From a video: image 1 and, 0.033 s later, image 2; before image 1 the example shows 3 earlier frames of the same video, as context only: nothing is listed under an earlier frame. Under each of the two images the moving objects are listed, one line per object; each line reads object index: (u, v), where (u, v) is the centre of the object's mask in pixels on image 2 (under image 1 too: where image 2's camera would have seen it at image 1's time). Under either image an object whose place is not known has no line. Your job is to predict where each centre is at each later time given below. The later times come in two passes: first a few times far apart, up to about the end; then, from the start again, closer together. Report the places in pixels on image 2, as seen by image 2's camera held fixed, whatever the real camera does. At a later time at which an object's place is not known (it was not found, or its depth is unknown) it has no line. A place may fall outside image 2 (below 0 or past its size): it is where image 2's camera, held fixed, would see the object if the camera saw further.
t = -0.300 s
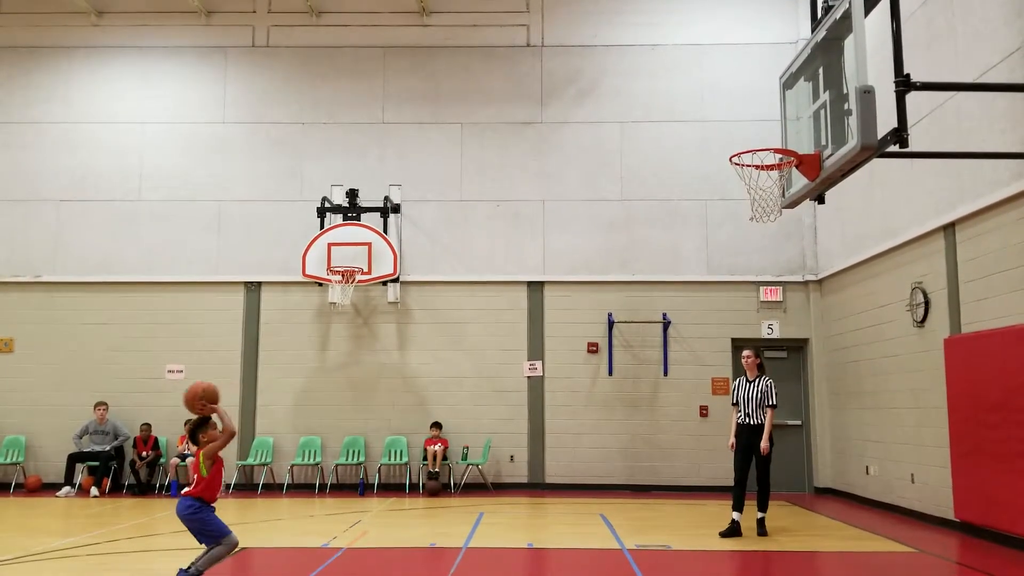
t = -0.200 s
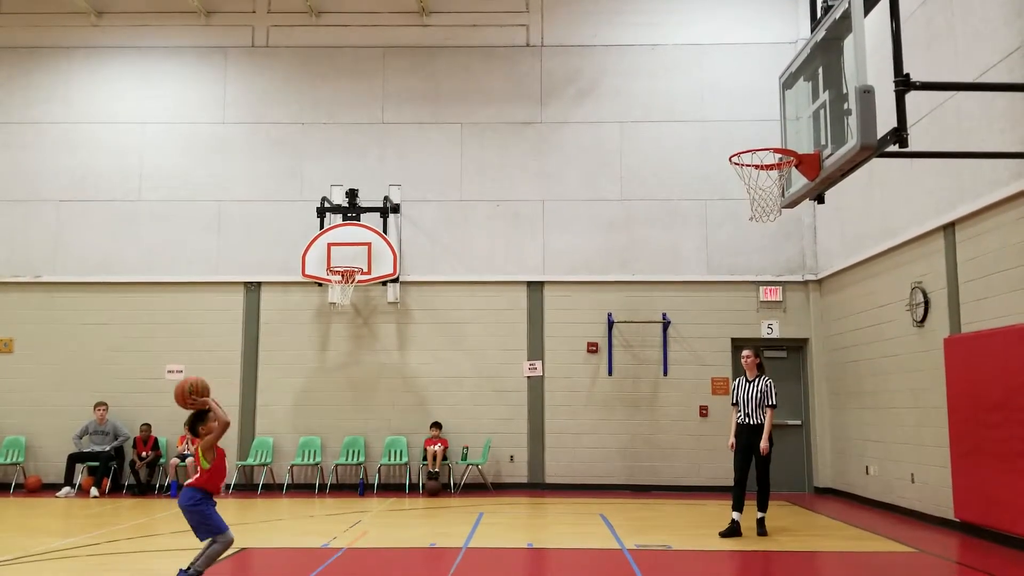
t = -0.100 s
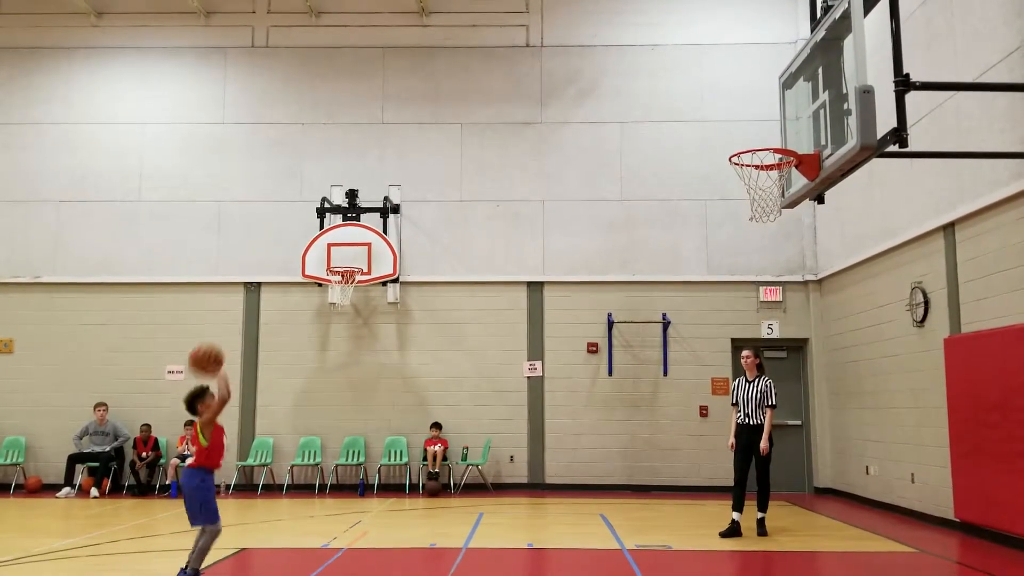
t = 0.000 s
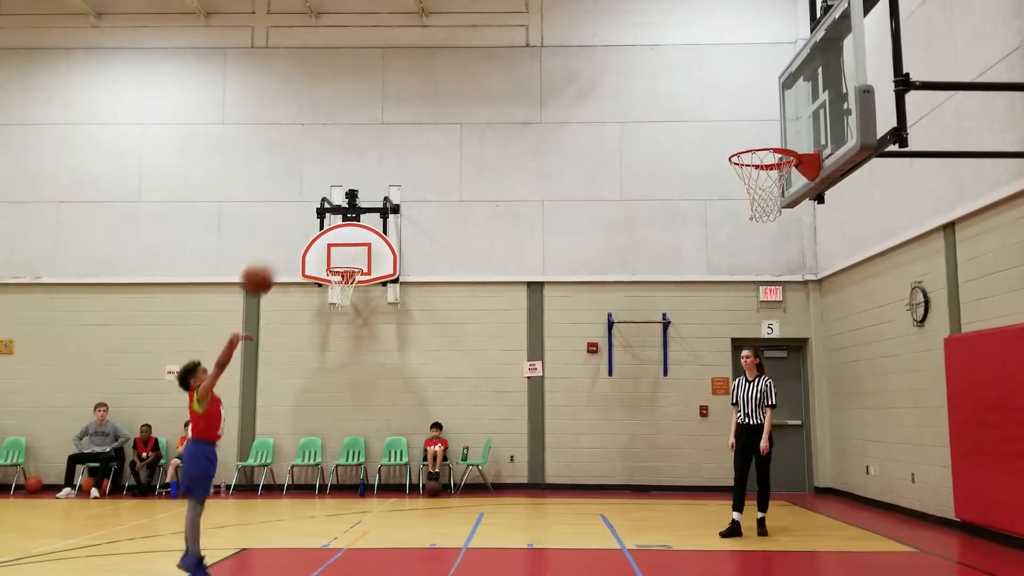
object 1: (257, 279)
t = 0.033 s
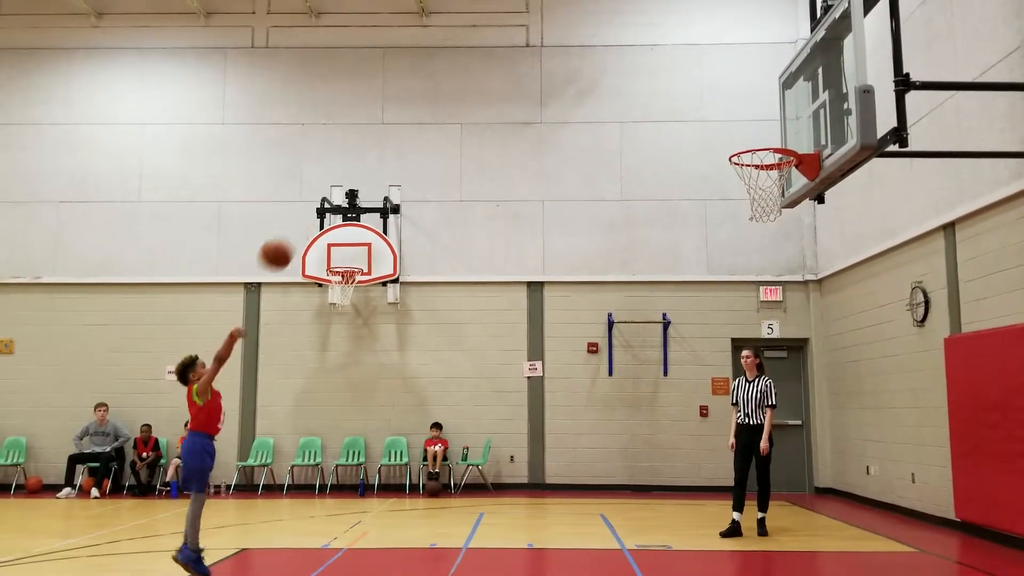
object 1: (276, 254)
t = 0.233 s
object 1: (382, 138)
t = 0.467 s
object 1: (499, 69)
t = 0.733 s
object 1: (629, 73)
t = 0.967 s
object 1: (740, 146)
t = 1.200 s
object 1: (764, 165)
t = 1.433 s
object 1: (740, 205)
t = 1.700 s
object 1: (735, 306)
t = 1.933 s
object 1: (735, 472)
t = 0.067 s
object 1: (294, 230)
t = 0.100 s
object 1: (311, 209)
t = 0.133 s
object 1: (330, 188)
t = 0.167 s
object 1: (347, 170)
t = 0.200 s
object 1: (365, 153)
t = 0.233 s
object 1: (382, 138)
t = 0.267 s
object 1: (399, 124)
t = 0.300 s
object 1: (416, 112)
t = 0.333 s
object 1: (433, 100)
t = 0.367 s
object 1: (449, 91)
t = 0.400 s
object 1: (466, 83)
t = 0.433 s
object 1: (483, 75)
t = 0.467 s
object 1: (499, 69)
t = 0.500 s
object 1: (516, 65)
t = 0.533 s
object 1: (532, 63)
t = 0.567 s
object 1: (548, 61)
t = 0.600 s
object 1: (565, 61)
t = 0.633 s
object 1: (580, 62)
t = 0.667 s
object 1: (597, 64)
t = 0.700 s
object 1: (613, 68)
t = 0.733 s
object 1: (629, 73)
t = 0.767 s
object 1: (645, 80)
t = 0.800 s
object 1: (662, 89)
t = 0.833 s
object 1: (678, 98)
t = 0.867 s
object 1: (694, 109)
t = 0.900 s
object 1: (710, 122)
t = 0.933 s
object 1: (727, 136)
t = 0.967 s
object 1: (740, 146)
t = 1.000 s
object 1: (751, 150)
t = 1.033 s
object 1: (763, 154)
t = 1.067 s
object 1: (772, 160)
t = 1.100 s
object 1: (772, 160)
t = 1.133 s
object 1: (769, 161)
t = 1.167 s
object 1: (767, 162)
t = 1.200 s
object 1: (764, 165)
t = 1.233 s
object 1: (757, 171)
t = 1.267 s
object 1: (752, 178)
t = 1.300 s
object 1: (747, 184)
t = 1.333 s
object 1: (744, 190)
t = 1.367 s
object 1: (742, 194)
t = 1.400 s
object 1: (740, 199)
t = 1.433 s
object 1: (740, 205)
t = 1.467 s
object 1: (739, 213)
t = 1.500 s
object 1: (738, 222)
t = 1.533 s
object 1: (737, 233)
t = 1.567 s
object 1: (737, 245)
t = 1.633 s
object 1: (736, 273)
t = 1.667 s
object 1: (735, 289)
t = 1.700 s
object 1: (735, 306)
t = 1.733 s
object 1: (735, 326)
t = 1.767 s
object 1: (733, 347)
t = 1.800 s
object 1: (733, 368)
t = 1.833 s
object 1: (733, 394)
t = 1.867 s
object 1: (734, 419)
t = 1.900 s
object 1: (735, 444)
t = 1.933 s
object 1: (735, 472)
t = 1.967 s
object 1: (733, 501)
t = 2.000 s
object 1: (735, 534)
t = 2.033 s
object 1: (737, 560)
